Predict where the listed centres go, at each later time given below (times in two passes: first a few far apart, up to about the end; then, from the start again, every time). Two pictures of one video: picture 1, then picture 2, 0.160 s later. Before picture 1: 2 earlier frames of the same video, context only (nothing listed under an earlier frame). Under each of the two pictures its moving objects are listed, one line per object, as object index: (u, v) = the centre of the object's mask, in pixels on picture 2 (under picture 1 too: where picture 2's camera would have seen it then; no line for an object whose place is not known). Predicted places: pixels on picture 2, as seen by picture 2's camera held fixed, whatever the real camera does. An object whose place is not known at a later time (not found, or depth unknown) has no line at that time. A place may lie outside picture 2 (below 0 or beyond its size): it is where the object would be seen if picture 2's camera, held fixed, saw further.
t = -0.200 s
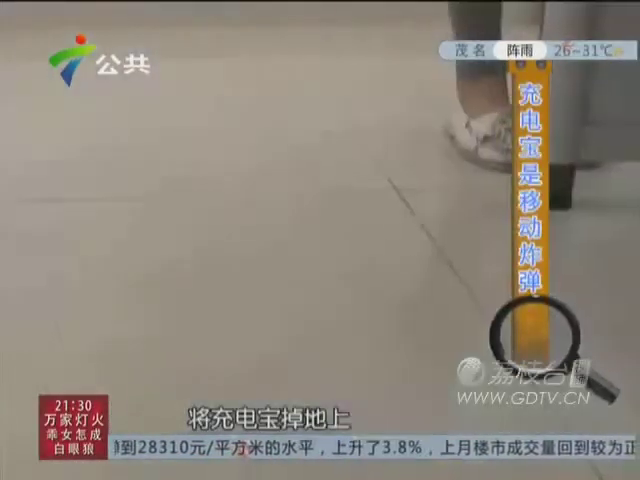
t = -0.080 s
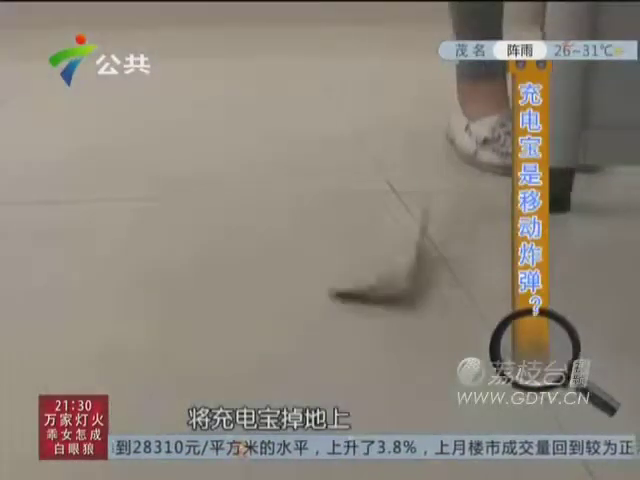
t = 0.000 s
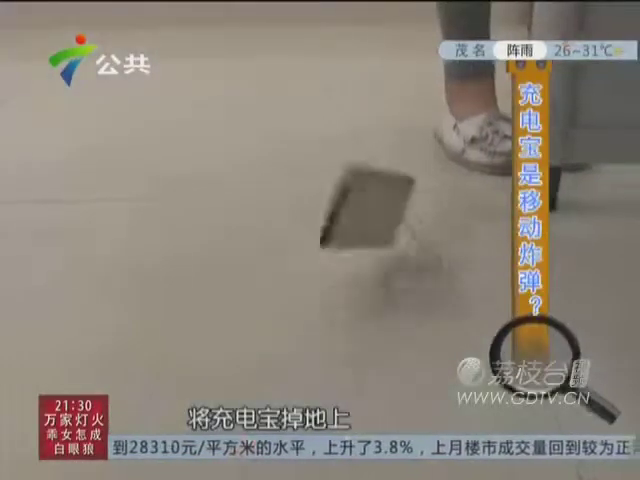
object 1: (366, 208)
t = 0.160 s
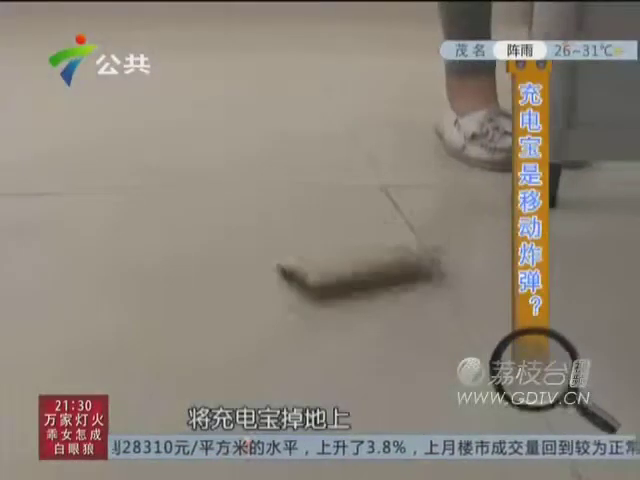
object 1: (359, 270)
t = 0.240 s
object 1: (346, 272)
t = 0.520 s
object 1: (336, 275)
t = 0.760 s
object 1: (330, 274)
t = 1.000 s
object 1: (311, 271)
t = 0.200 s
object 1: (352, 271)
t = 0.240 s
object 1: (346, 272)
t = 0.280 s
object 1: (340, 271)
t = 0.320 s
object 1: (338, 272)
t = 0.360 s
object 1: (340, 273)
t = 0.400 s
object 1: (342, 274)
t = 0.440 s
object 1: (340, 275)
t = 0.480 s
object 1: (337, 275)
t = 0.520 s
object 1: (336, 275)
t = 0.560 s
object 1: (335, 276)
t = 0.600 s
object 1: (336, 276)
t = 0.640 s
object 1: (335, 276)
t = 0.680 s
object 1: (335, 276)
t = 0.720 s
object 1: (334, 276)
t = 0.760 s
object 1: (330, 274)
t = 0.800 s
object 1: (328, 274)
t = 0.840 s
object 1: (323, 273)
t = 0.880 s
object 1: (320, 273)
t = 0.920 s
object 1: (318, 272)
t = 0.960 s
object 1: (315, 272)
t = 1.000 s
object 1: (311, 271)
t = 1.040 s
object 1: (310, 268)
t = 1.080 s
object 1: (309, 265)
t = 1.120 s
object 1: (304, 261)
